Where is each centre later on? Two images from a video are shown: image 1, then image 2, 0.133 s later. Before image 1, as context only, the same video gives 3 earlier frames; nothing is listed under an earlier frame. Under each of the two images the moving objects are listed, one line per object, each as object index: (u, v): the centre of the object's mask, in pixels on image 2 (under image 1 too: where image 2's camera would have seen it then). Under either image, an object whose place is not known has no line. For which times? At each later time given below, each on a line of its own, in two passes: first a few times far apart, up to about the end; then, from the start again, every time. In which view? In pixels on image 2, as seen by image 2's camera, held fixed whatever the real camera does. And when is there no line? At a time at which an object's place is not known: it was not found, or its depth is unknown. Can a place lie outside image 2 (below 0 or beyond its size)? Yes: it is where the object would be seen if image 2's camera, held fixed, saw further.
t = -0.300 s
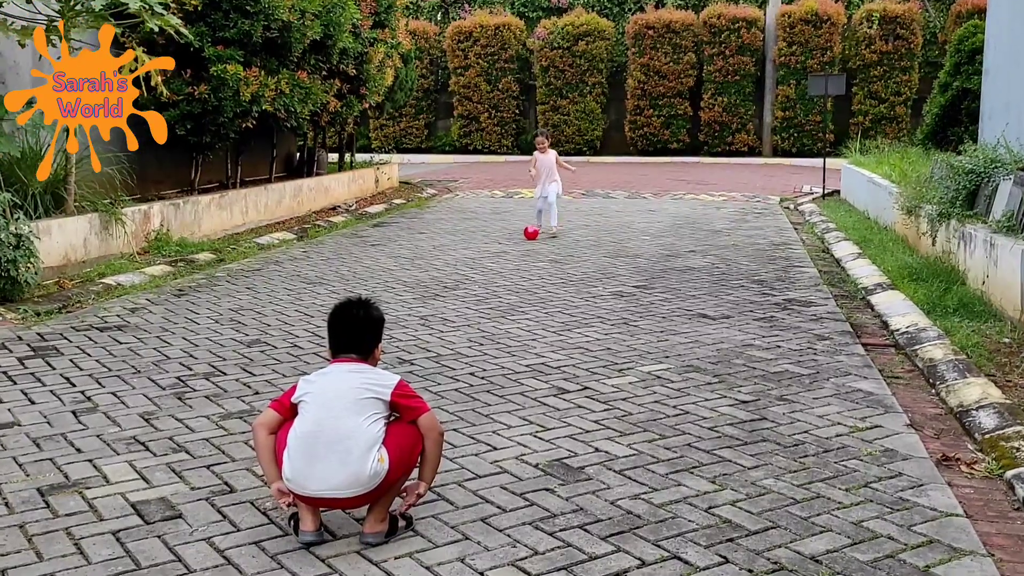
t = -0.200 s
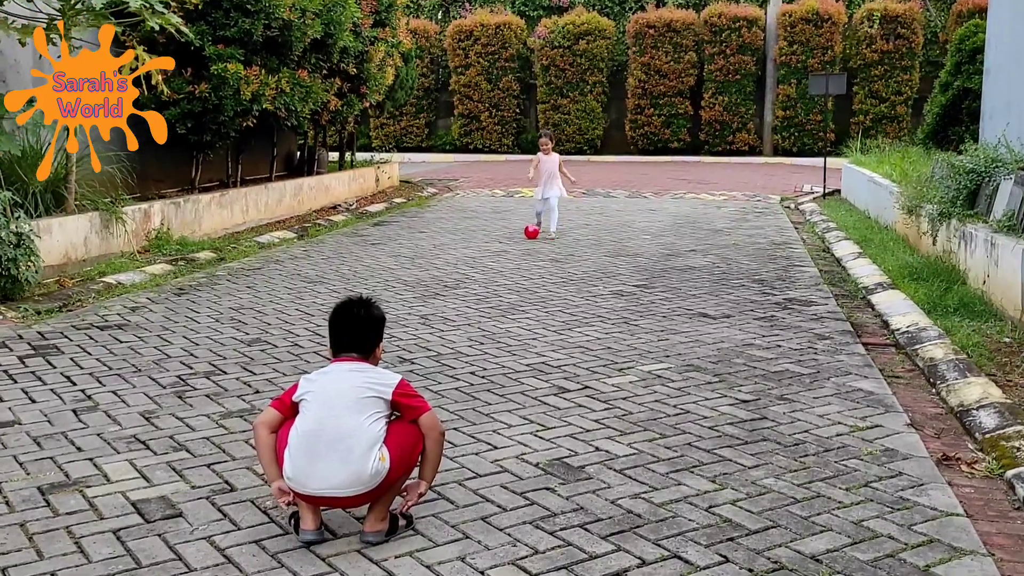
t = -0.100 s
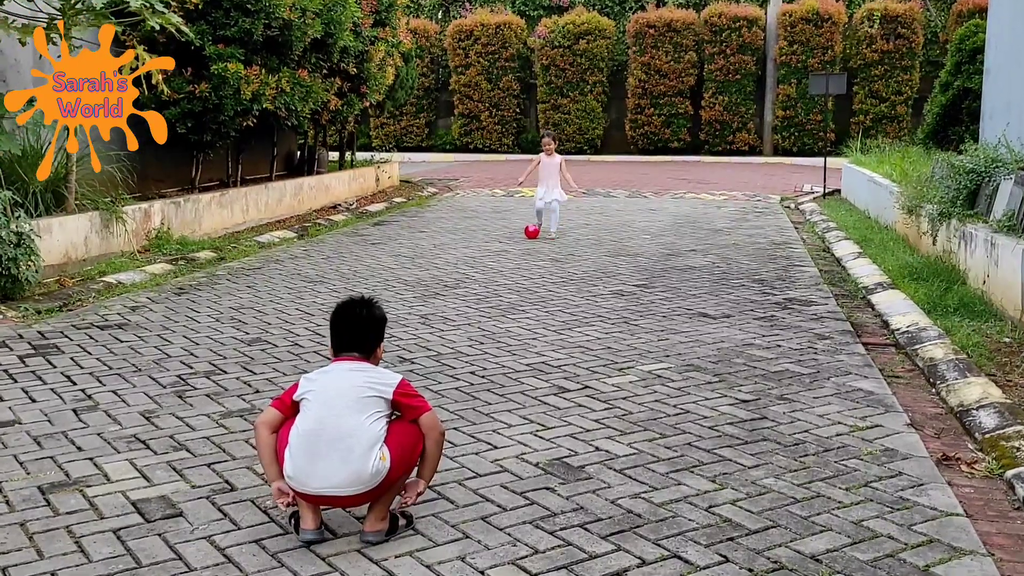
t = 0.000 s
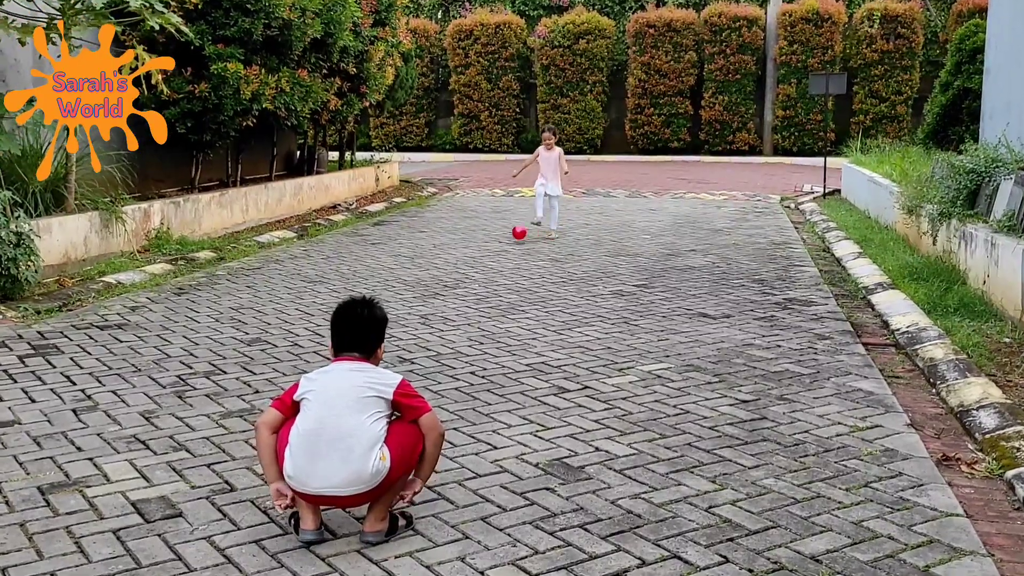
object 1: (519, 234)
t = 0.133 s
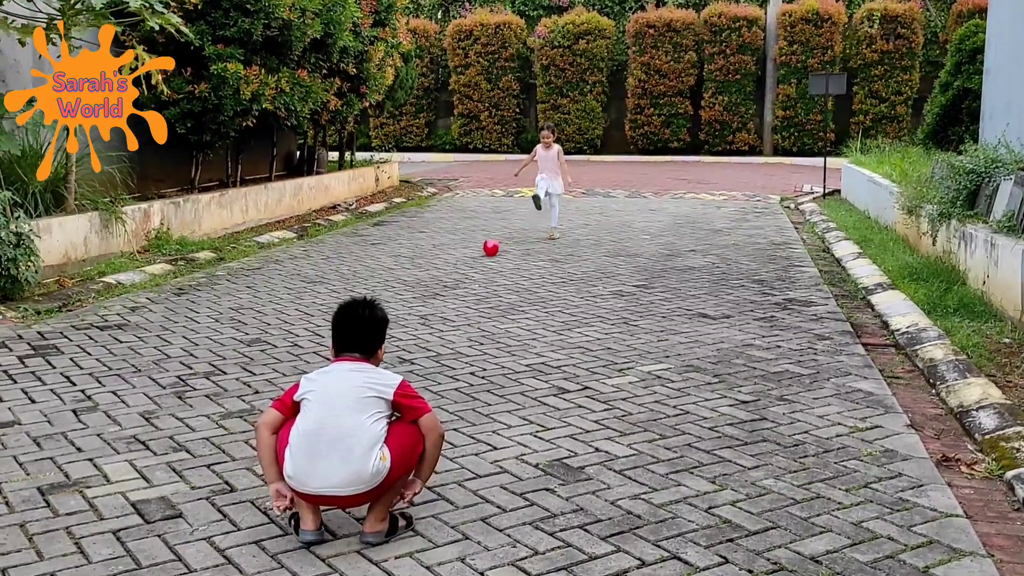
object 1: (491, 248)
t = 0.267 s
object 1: (468, 250)
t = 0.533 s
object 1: (428, 258)
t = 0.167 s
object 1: (484, 250)
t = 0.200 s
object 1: (477, 253)
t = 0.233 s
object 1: (473, 253)
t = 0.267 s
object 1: (468, 250)
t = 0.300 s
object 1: (463, 250)
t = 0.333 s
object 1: (457, 253)
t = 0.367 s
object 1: (452, 257)
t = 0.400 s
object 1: (448, 260)
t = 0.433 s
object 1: (442, 267)
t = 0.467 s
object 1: (437, 267)
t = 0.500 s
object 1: (433, 263)
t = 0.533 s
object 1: (428, 258)
